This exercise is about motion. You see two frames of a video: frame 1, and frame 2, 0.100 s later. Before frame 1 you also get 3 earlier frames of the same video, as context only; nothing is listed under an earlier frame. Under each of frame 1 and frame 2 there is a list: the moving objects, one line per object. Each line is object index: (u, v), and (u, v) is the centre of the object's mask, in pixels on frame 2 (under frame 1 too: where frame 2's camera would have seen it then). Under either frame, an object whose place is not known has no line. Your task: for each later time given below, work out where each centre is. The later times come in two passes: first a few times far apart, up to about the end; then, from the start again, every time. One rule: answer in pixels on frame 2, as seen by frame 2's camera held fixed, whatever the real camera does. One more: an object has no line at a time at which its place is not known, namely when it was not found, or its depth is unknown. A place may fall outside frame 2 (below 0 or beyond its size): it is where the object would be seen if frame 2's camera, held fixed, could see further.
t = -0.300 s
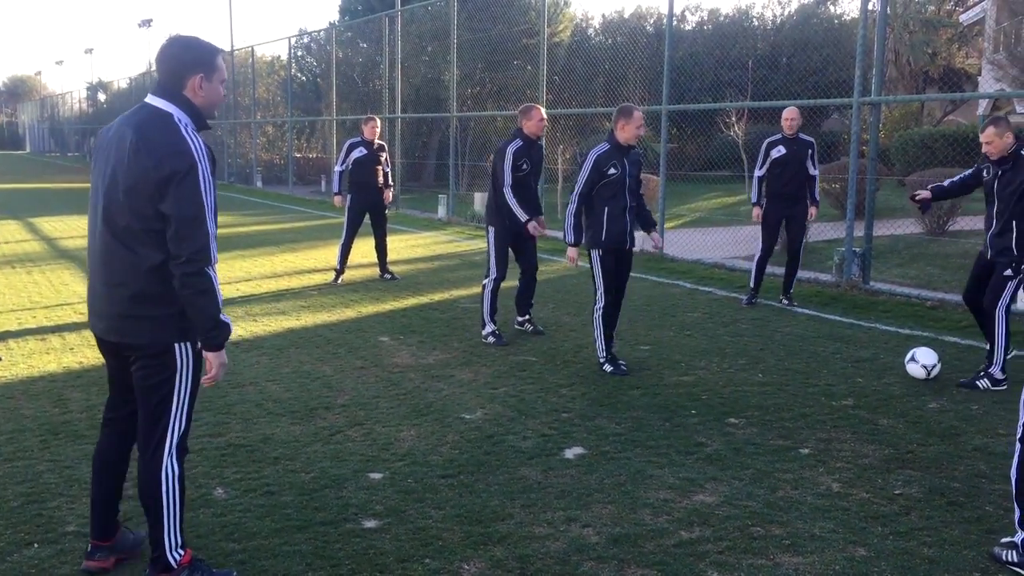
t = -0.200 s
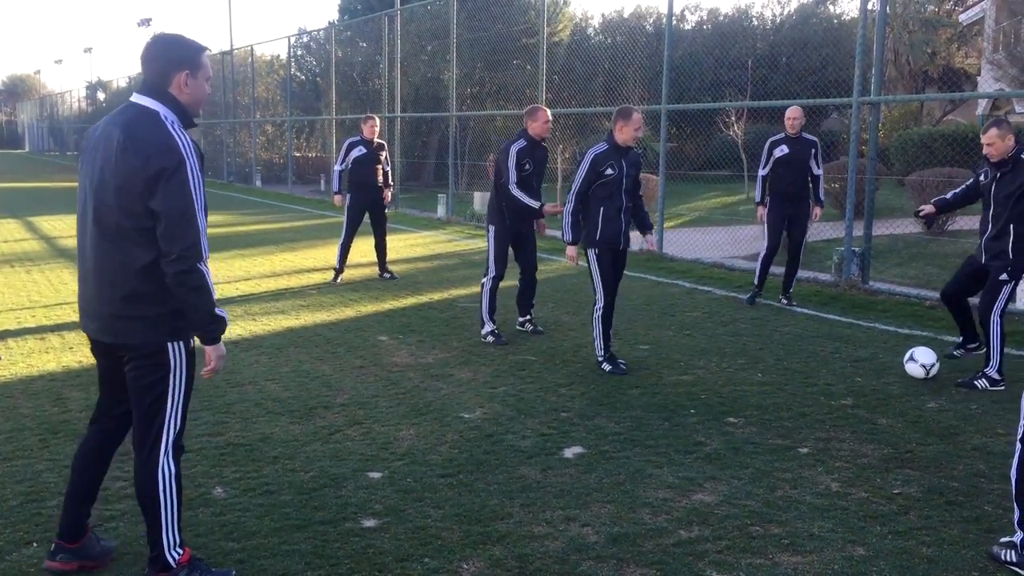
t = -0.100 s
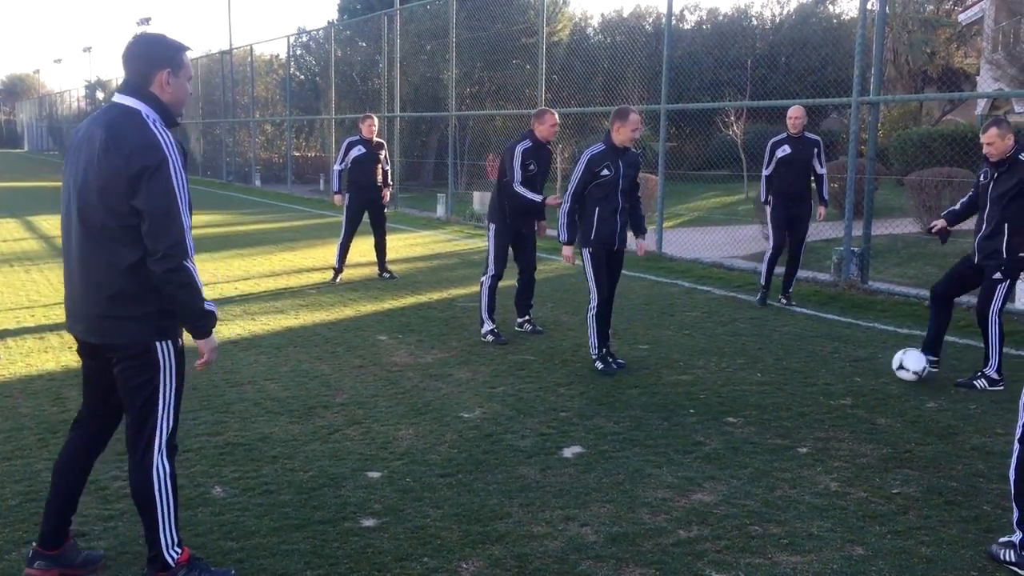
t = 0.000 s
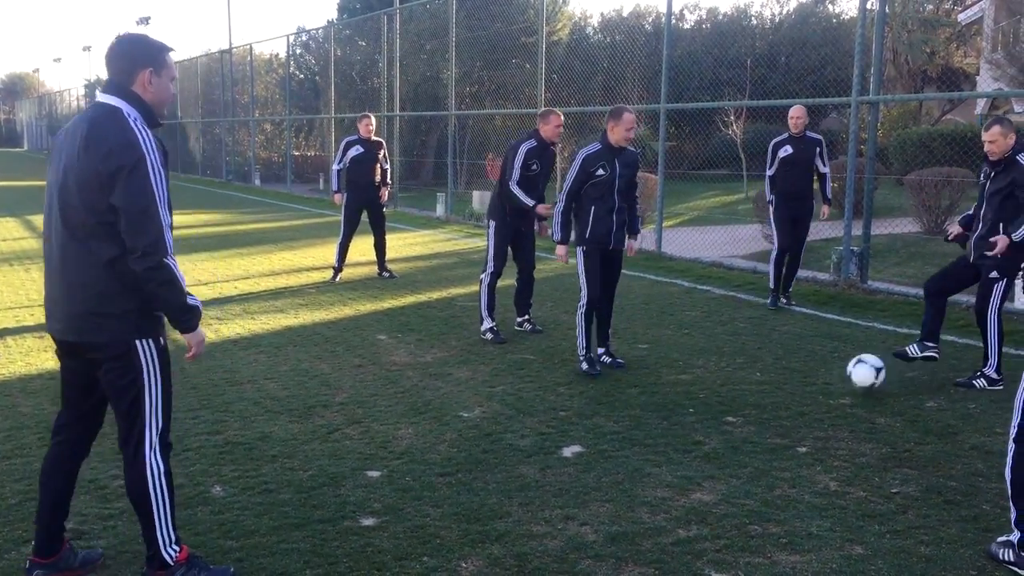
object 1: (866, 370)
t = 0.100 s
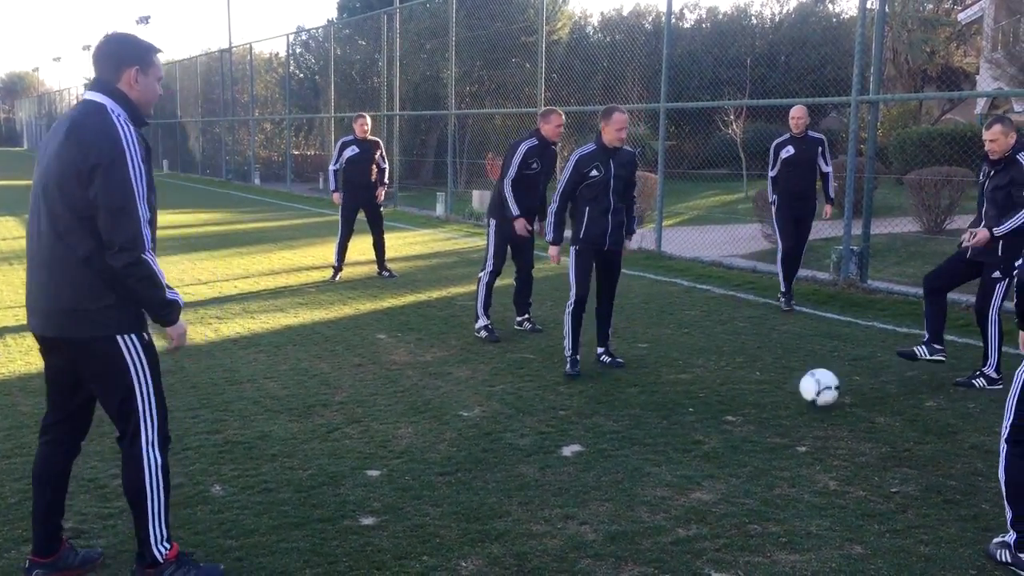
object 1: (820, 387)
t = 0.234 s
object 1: (761, 406)
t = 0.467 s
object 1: (648, 440)
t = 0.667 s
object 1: (526, 476)
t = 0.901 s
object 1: (344, 530)
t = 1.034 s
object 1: (212, 562)
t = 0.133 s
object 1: (806, 389)
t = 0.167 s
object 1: (792, 392)
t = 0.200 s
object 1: (776, 397)
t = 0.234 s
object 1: (761, 406)
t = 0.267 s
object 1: (746, 411)
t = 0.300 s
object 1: (730, 413)
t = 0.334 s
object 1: (715, 417)
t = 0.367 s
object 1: (699, 424)
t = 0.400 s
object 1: (681, 431)
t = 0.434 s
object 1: (665, 435)
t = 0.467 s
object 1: (648, 440)
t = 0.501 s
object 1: (629, 447)
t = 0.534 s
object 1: (609, 452)
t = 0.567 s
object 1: (590, 458)
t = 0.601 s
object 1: (570, 463)
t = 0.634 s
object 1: (549, 467)
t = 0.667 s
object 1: (526, 476)
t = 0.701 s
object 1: (504, 484)
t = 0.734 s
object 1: (480, 488)
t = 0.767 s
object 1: (455, 495)
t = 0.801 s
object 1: (429, 504)
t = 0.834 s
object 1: (402, 514)
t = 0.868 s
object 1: (374, 520)
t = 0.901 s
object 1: (344, 530)
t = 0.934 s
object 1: (314, 541)
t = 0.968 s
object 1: (281, 546)
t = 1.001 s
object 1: (247, 555)
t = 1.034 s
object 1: (212, 562)
